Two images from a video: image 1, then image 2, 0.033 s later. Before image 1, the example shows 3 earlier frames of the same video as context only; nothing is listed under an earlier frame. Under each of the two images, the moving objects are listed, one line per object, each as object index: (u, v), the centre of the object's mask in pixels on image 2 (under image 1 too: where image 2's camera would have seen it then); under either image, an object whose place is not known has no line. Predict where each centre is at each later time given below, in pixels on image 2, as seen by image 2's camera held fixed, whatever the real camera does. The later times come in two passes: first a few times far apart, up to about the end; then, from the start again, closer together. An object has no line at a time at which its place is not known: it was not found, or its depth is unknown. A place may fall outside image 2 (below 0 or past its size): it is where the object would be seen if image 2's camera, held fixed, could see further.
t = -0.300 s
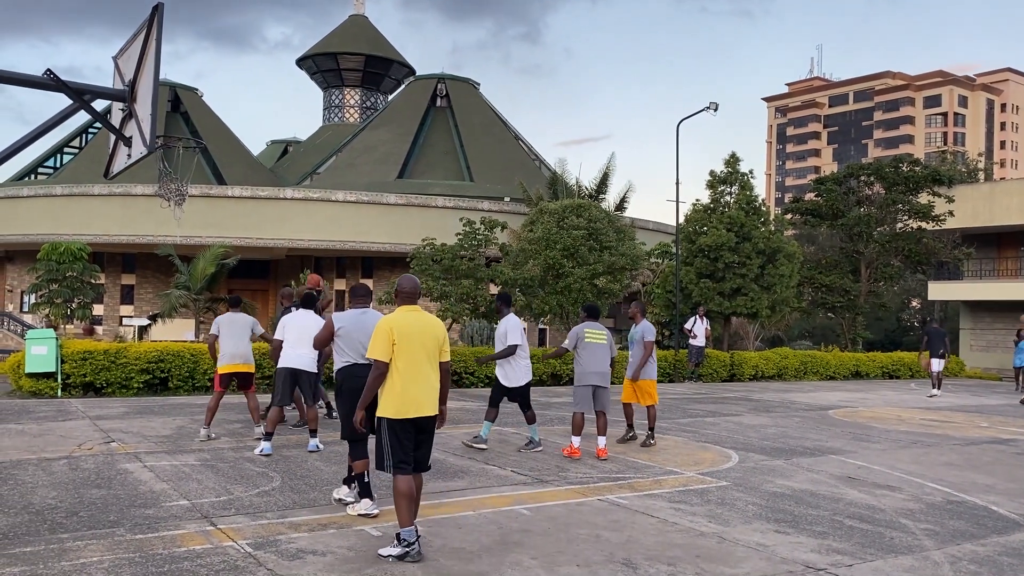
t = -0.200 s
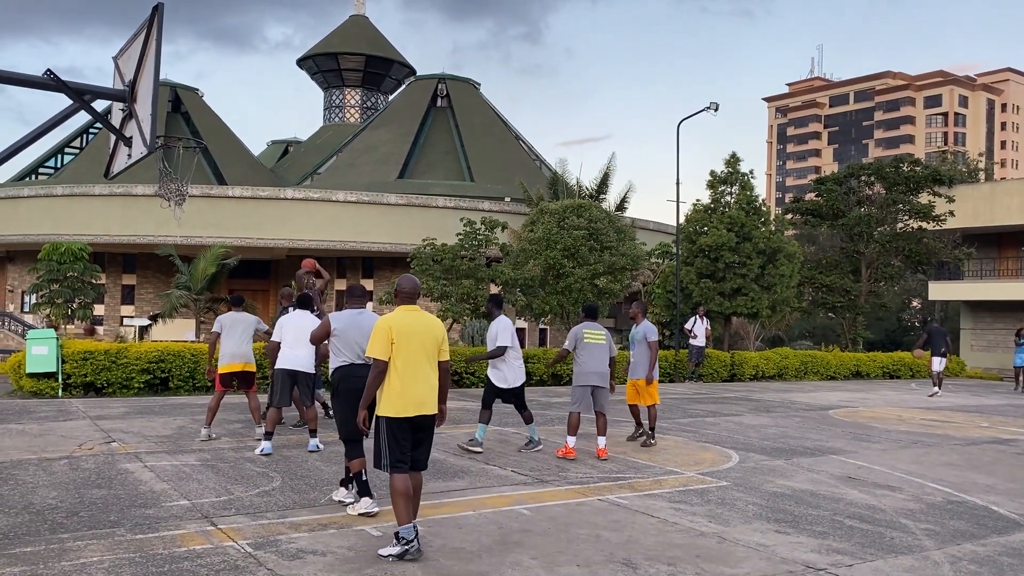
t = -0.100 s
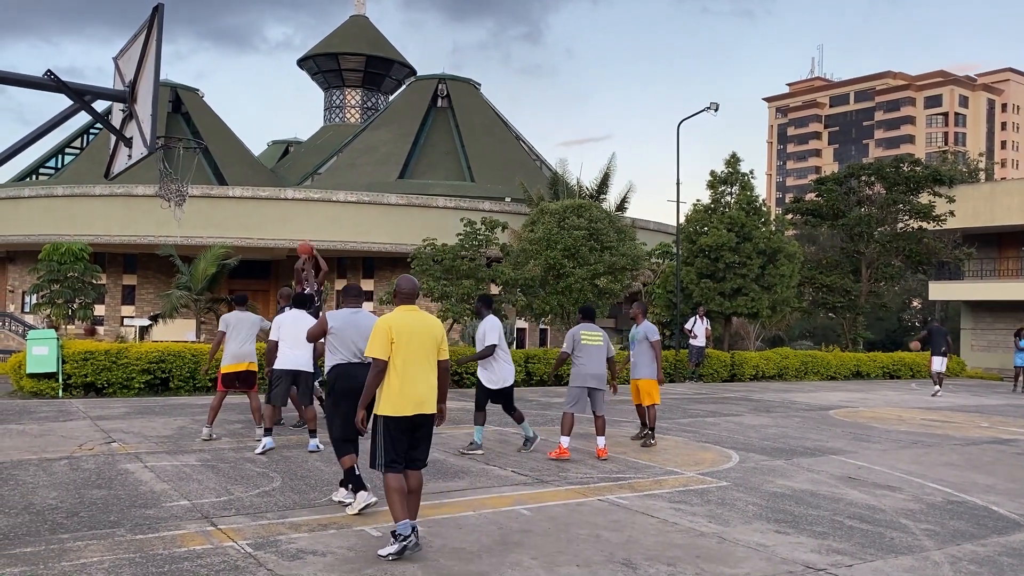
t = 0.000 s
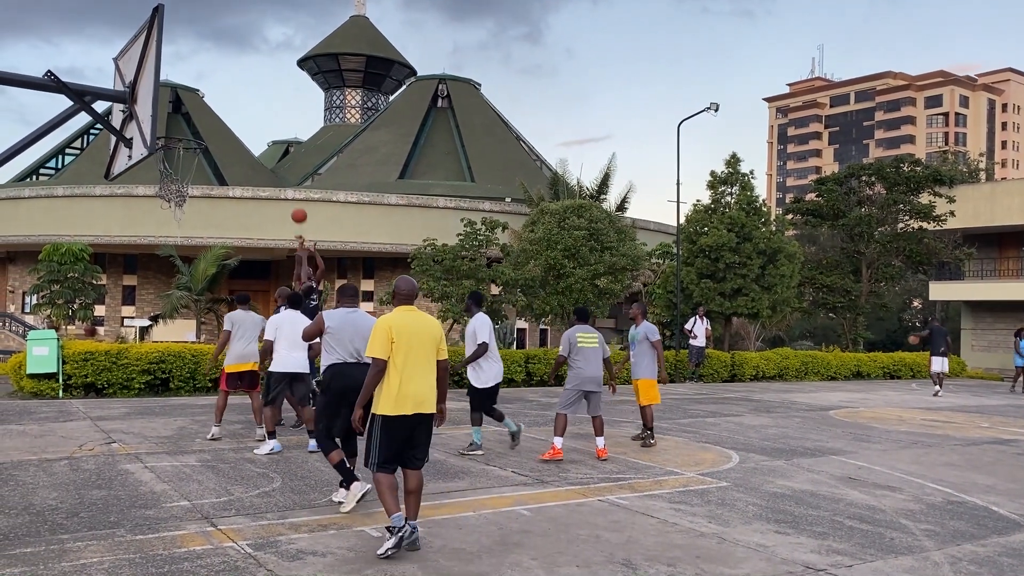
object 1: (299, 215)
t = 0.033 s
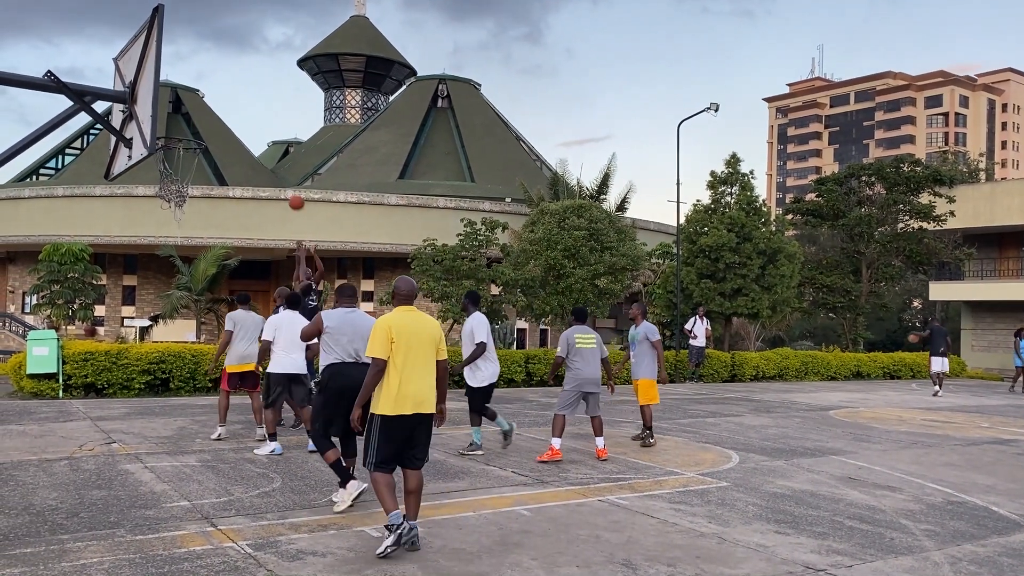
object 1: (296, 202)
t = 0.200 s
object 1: (281, 142)
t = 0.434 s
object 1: (256, 76)
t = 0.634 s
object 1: (230, 43)
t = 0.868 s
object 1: (191, 43)
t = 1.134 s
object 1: (160, 113)
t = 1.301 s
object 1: (205, 109)
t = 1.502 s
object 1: (272, 89)
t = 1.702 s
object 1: (335, 112)
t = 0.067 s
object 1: (294, 189)
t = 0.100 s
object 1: (290, 176)
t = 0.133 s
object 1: (287, 164)
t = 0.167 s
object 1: (284, 152)
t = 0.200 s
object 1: (281, 142)
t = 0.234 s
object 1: (278, 130)
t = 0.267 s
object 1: (275, 120)
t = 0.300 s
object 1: (271, 110)
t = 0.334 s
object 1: (268, 101)
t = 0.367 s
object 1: (264, 92)
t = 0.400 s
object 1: (260, 83)
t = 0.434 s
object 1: (256, 76)
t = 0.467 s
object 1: (252, 69)
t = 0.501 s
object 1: (248, 62)
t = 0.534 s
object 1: (244, 57)
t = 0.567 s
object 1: (239, 51)
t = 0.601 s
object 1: (235, 47)
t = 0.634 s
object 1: (230, 43)
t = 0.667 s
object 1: (225, 41)
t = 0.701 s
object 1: (220, 39)
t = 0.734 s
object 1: (214, 38)
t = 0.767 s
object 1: (209, 37)
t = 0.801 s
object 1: (203, 38)
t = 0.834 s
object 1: (197, 40)
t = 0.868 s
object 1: (191, 43)
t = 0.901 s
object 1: (184, 47)
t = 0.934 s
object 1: (177, 52)
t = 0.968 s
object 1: (171, 59)
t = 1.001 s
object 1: (167, 67)
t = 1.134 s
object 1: (160, 113)
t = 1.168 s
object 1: (165, 124)
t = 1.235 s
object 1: (183, 124)
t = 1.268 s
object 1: (194, 116)
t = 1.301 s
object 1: (205, 109)
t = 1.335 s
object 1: (216, 102)
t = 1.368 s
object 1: (228, 97)
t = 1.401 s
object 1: (239, 93)
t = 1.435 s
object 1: (250, 91)
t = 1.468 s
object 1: (261, 89)
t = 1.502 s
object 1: (272, 89)
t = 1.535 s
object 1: (283, 90)
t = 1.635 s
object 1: (314, 99)
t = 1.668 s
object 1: (325, 105)
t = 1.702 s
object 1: (335, 112)
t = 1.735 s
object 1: (346, 120)
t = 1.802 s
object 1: (366, 138)
